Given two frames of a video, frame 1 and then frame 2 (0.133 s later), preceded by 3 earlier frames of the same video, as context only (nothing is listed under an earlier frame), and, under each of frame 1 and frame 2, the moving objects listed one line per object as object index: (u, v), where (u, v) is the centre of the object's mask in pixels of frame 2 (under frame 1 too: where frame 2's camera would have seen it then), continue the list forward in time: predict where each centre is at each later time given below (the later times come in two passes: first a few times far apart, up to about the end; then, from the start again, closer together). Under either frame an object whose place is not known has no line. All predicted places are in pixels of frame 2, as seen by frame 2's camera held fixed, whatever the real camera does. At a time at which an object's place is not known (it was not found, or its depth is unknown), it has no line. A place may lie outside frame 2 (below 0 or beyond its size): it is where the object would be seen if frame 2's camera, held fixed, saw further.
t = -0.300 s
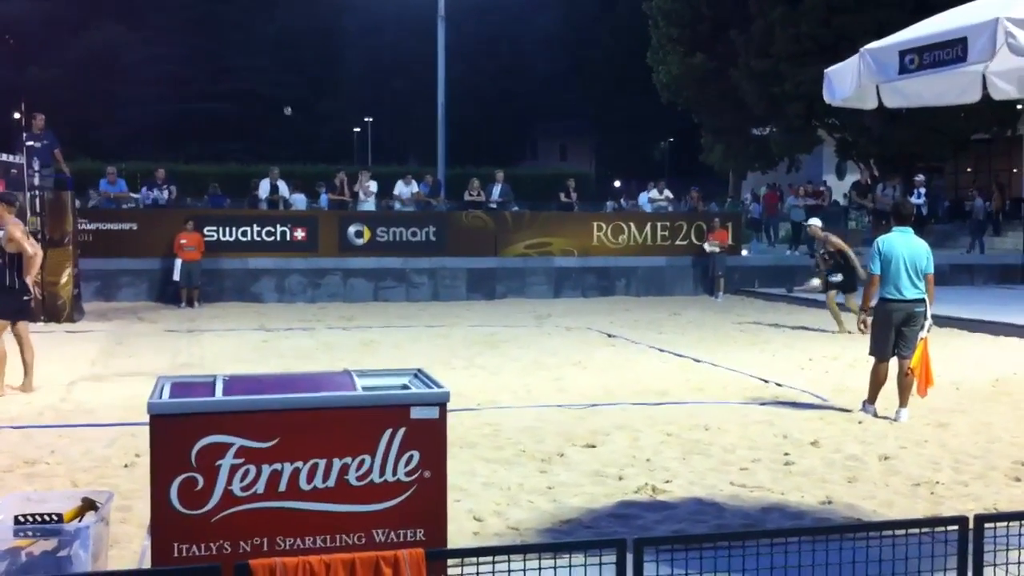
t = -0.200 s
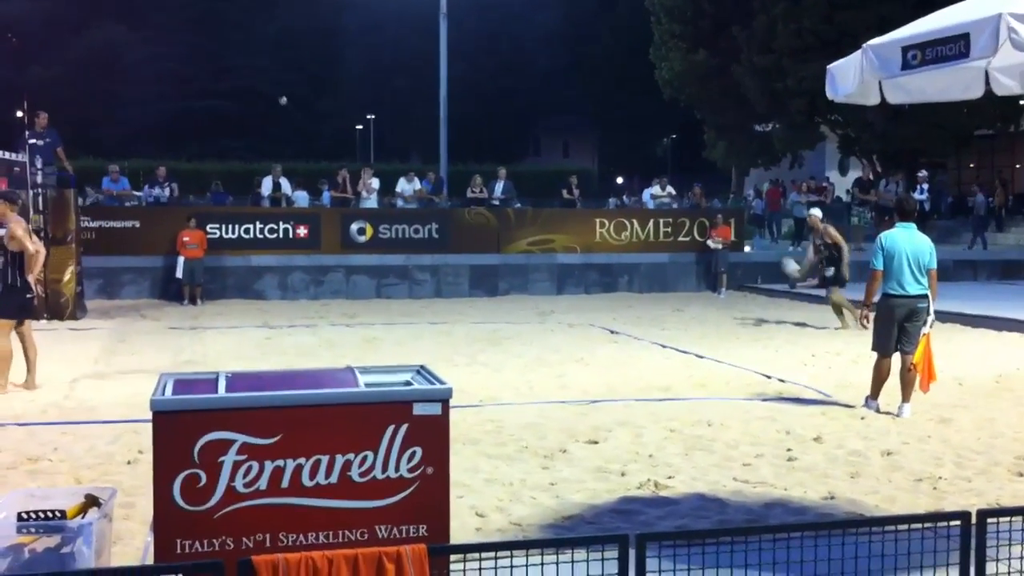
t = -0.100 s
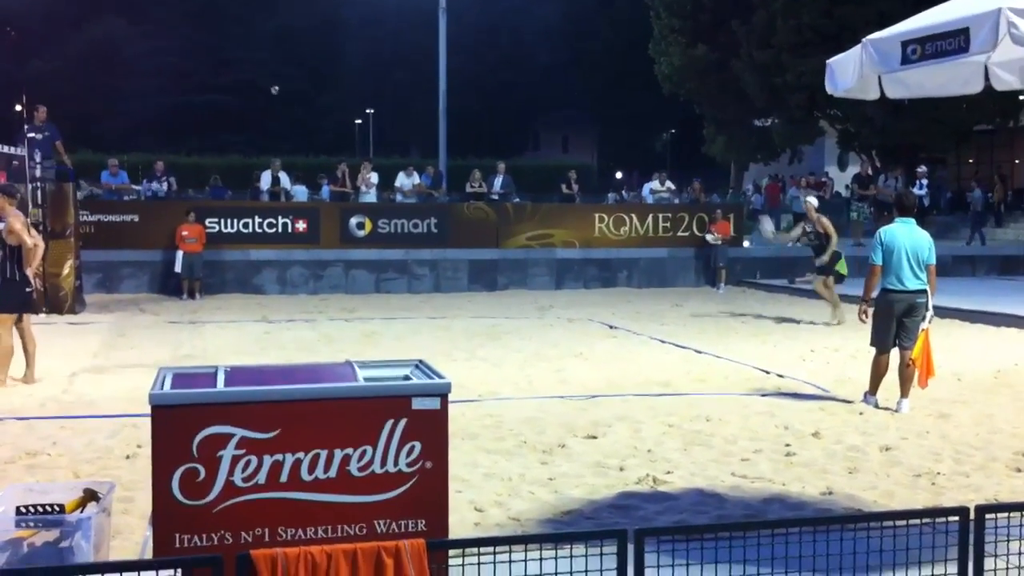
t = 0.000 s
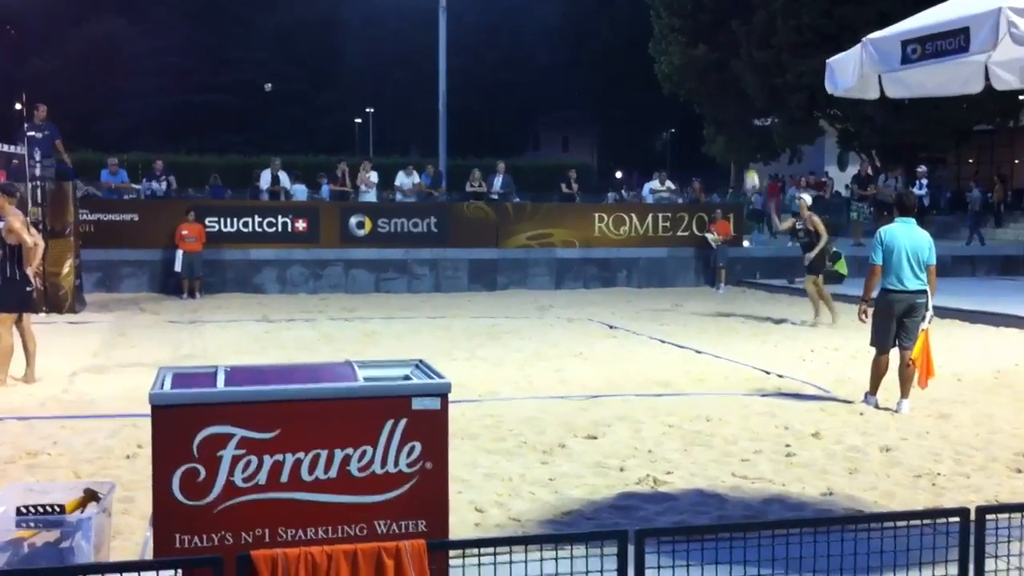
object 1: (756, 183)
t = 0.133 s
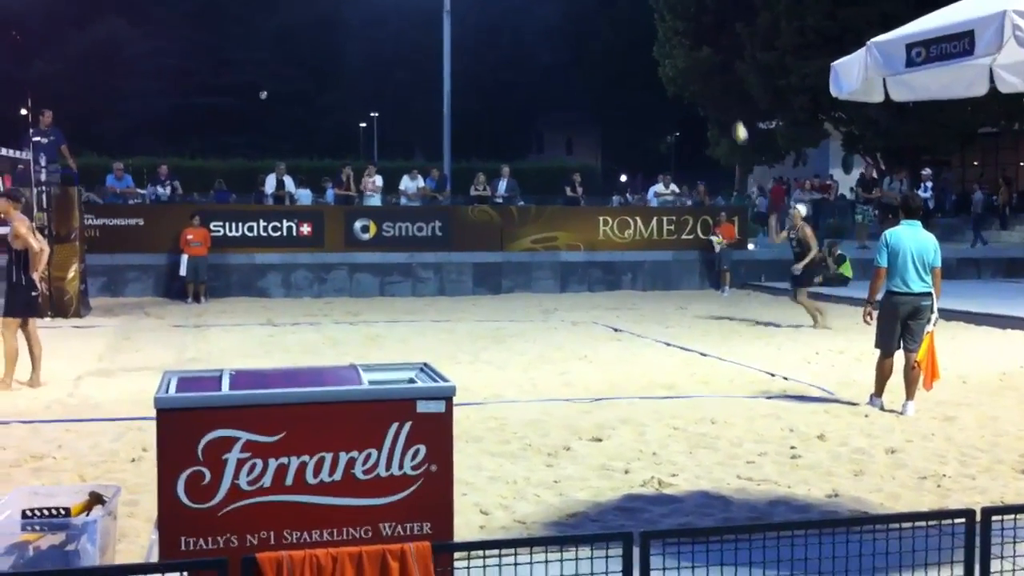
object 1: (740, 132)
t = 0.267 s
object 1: (724, 93)
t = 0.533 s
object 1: (692, 52)
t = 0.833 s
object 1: (659, 64)
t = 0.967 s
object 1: (644, 91)
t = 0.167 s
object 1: (737, 121)
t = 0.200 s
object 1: (733, 110)
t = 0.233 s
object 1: (729, 101)
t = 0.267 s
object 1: (724, 93)
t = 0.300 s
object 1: (720, 85)
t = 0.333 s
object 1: (716, 79)
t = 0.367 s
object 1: (712, 72)
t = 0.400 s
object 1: (708, 66)
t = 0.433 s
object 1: (705, 61)
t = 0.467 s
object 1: (700, 57)
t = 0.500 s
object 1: (697, 54)
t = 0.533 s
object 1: (692, 52)
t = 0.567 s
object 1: (689, 49)
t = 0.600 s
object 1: (684, 49)
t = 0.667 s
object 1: (677, 49)
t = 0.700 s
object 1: (673, 51)
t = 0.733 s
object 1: (670, 53)
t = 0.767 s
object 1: (666, 56)
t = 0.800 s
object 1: (663, 60)
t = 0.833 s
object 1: (659, 64)
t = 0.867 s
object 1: (656, 70)
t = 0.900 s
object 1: (651, 76)
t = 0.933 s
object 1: (647, 83)
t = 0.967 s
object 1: (644, 91)
